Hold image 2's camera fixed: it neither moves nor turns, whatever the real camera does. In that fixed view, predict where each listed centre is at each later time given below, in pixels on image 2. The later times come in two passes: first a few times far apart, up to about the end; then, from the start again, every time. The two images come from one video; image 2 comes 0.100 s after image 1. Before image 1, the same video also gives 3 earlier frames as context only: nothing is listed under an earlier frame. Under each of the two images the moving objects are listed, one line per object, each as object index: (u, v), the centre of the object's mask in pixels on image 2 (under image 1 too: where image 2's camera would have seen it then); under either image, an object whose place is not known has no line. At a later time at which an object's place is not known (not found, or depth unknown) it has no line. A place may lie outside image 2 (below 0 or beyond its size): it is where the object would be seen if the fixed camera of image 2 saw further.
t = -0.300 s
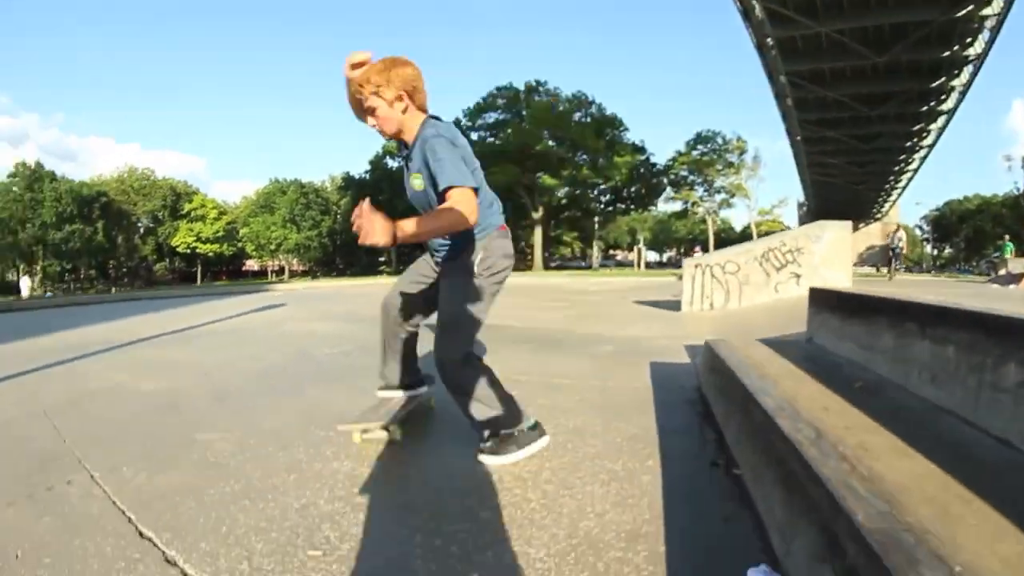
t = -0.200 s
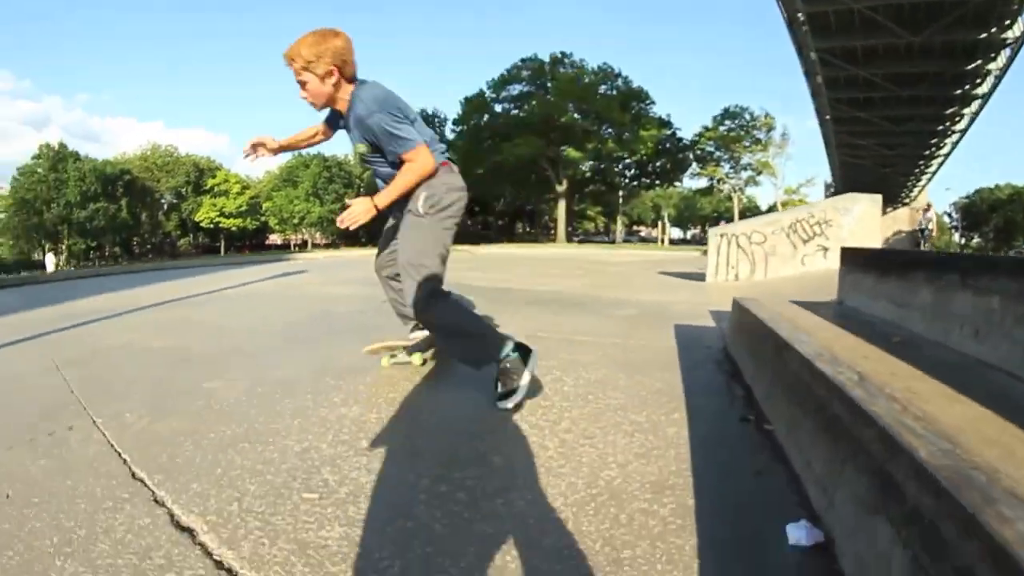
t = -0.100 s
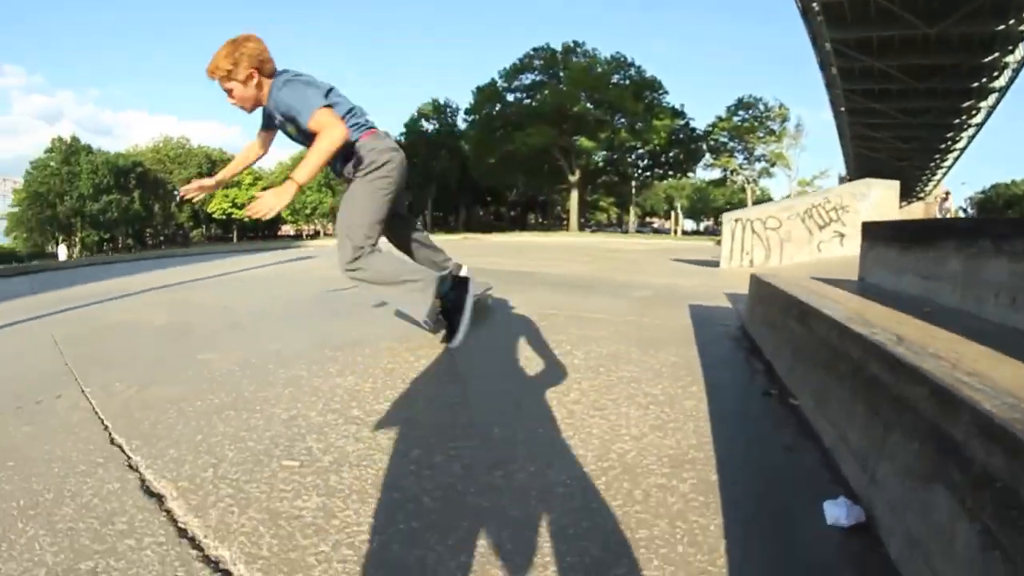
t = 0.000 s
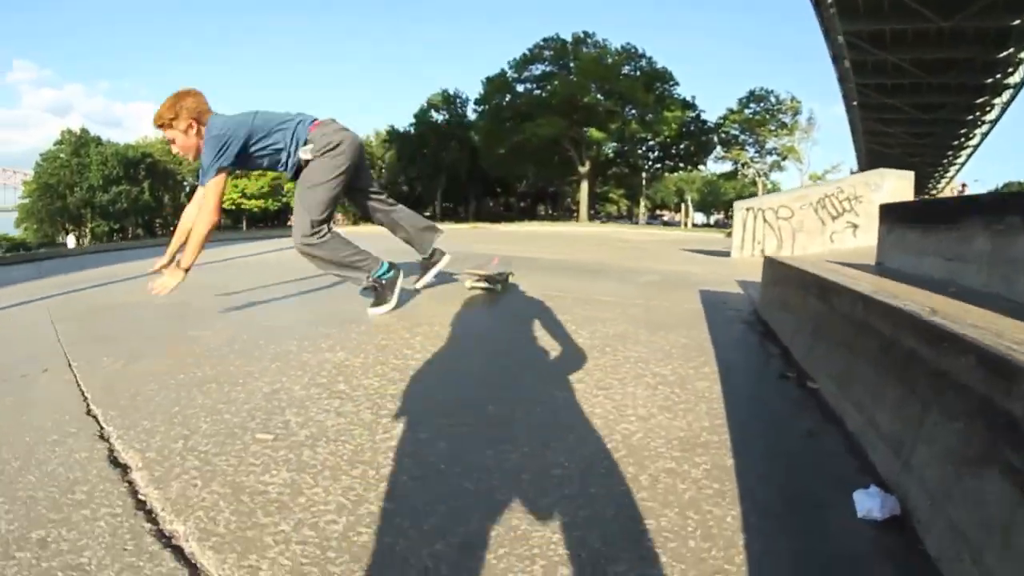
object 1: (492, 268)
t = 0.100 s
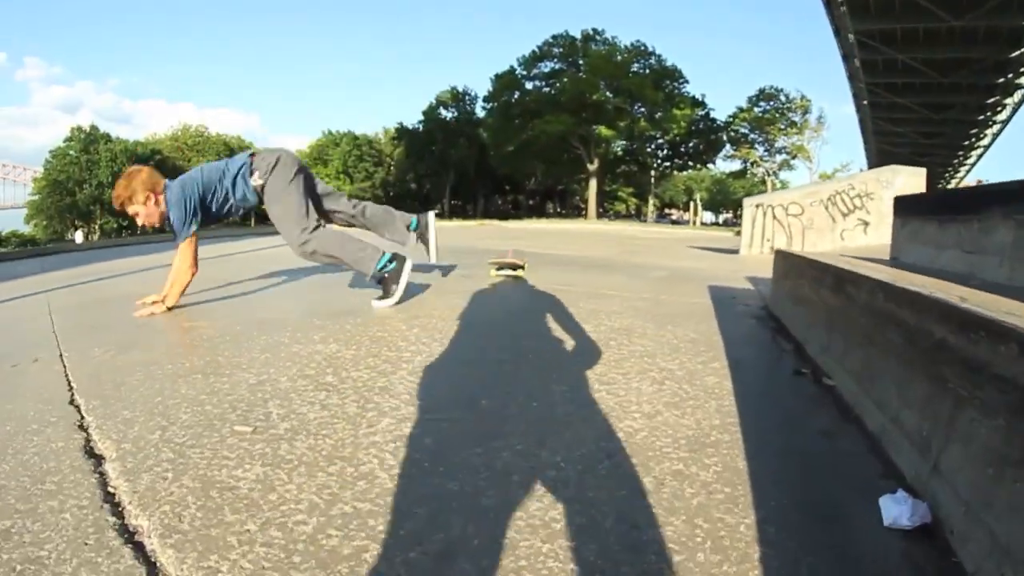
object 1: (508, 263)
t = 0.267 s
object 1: (518, 255)
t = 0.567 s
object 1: (528, 248)
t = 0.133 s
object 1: (512, 262)
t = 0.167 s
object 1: (515, 260)
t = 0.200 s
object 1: (515, 258)
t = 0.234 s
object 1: (517, 257)
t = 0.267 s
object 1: (518, 255)
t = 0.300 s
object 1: (519, 254)
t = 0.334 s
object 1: (520, 253)
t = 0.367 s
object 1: (522, 252)
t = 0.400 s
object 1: (523, 251)
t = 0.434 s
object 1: (524, 250)
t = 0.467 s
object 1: (525, 250)
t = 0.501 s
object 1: (526, 249)
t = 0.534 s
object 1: (527, 249)
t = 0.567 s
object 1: (528, 248)
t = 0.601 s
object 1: (530, 247)
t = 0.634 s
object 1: (532, 246)
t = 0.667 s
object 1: (533, 246)
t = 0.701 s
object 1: (534, 245)
